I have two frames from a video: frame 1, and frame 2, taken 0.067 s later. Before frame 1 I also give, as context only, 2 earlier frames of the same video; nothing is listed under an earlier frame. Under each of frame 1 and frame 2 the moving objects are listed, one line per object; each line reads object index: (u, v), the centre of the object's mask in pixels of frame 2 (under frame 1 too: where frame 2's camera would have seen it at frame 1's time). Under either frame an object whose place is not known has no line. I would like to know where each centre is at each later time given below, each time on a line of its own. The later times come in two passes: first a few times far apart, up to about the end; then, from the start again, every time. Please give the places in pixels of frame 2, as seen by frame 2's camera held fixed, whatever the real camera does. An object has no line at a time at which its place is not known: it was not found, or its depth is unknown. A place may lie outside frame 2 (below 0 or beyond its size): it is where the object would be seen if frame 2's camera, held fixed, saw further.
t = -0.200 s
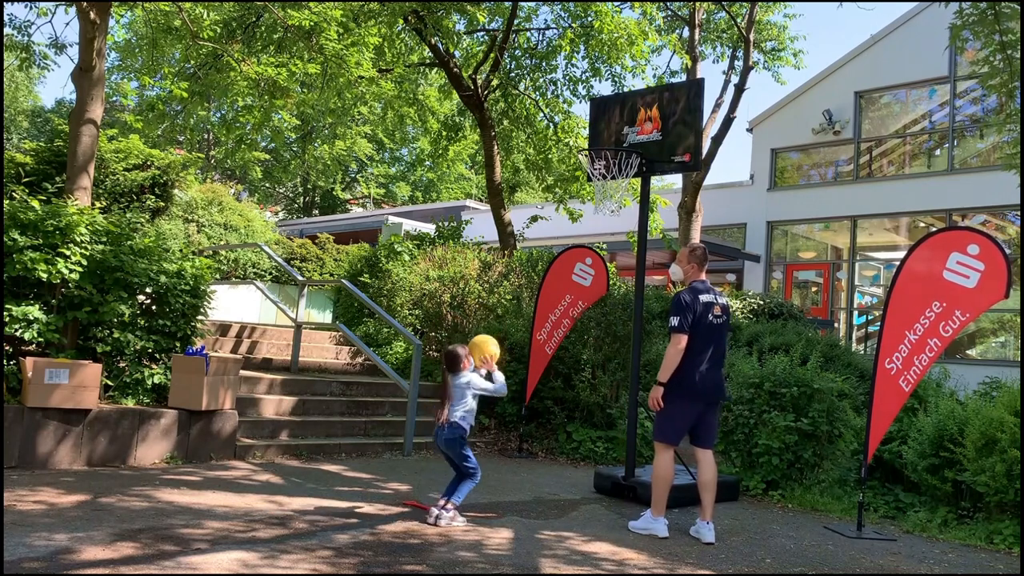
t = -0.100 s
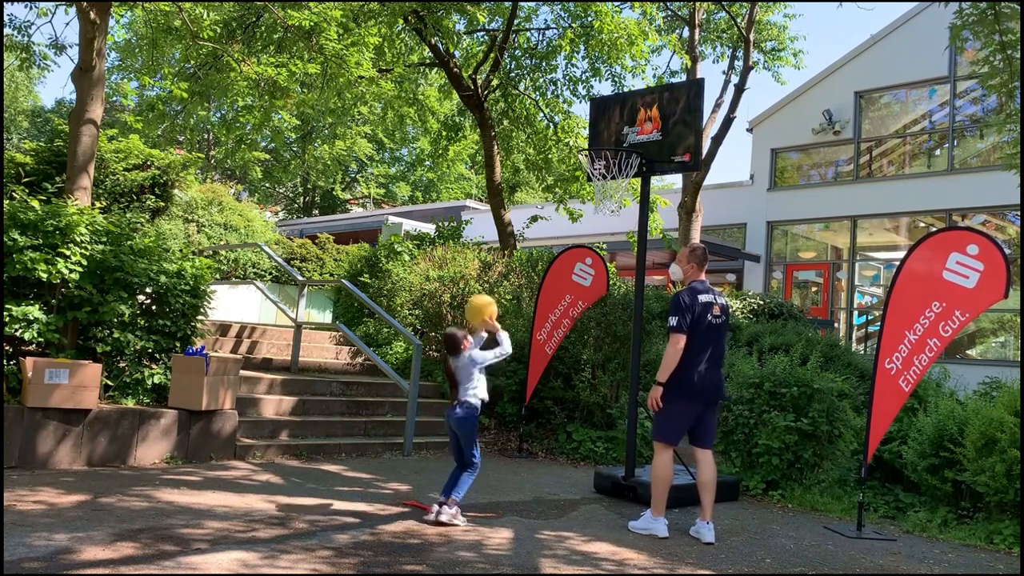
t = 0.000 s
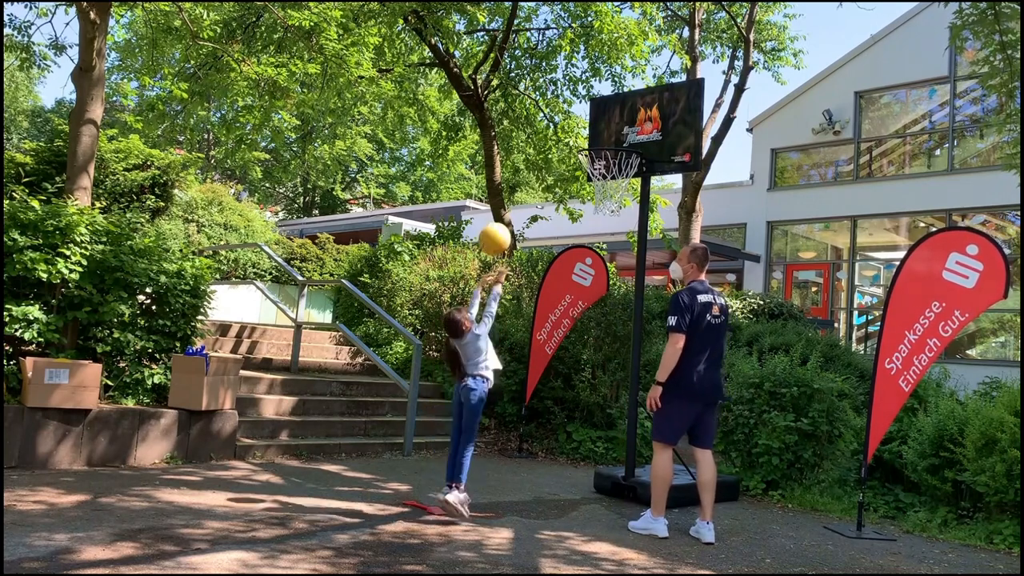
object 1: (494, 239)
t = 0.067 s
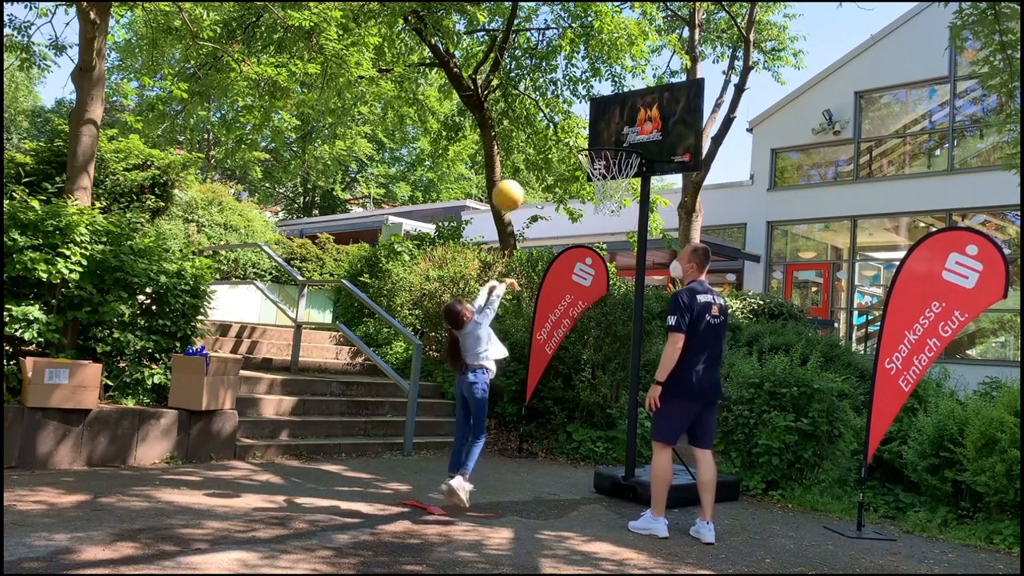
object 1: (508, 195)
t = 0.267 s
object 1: (541, 111)
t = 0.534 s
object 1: (576, 91)
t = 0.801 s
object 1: (605, 151)
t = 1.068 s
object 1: (627, 173)
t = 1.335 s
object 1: (605, 202)
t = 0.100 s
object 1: (514, 176)
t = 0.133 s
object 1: (520, 159)
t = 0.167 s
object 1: (526, 144)
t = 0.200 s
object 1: (531, 132)
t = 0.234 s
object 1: (536, 120)
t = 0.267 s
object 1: (541, 111)
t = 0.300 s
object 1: (547, 102)
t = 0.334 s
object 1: (551, 96)
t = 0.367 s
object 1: (556, 91)
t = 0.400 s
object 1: (561, 88)
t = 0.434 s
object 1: (565, 87)
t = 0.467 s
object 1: (569, 86)
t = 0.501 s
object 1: (574, 88)
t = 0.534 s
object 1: (576, 91)
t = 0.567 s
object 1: (581, 94)
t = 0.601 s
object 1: (585, 100)
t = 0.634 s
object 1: (589, 107)
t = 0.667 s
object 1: (592, 115)
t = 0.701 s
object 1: (595, 124)
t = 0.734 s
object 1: (599, 135)
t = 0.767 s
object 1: (601, 147)
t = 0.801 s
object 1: (605, 151)
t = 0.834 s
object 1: (610, 154)
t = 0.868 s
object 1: (615, 159)
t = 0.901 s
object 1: (621, 165)
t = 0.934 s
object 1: (626, 170)
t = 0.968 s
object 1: (628, 170)
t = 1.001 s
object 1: (628, 170)
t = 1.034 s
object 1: (628, 170)
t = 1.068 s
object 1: (627, 173)
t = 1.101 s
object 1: (625, 174)
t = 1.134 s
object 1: (624, 176)
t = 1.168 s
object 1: (621, 179)
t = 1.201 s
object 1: (618, 183)
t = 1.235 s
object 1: (615, 187)
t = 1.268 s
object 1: (612, 192)
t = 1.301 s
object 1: (610, 196)
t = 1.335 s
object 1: (605, 202)
